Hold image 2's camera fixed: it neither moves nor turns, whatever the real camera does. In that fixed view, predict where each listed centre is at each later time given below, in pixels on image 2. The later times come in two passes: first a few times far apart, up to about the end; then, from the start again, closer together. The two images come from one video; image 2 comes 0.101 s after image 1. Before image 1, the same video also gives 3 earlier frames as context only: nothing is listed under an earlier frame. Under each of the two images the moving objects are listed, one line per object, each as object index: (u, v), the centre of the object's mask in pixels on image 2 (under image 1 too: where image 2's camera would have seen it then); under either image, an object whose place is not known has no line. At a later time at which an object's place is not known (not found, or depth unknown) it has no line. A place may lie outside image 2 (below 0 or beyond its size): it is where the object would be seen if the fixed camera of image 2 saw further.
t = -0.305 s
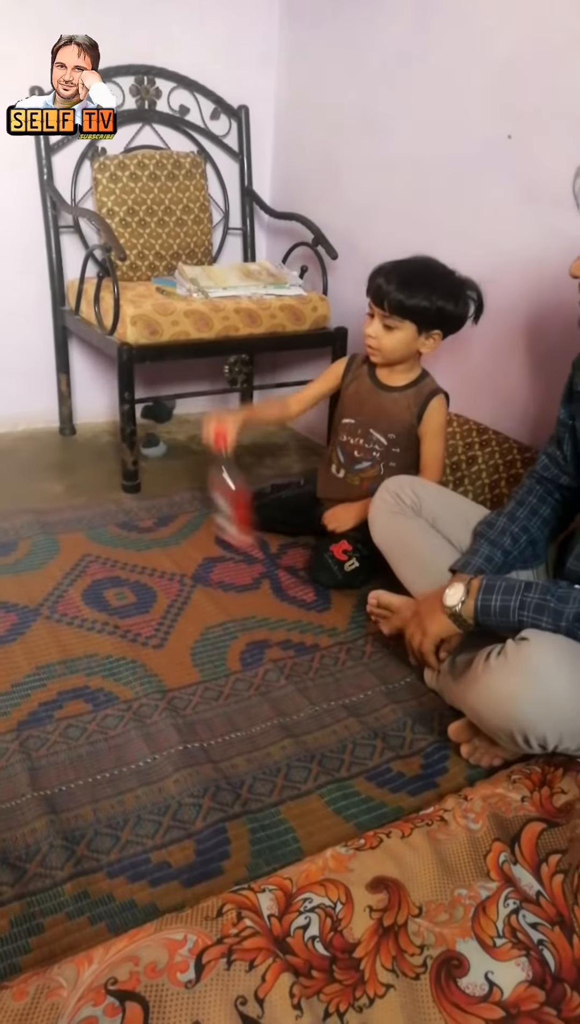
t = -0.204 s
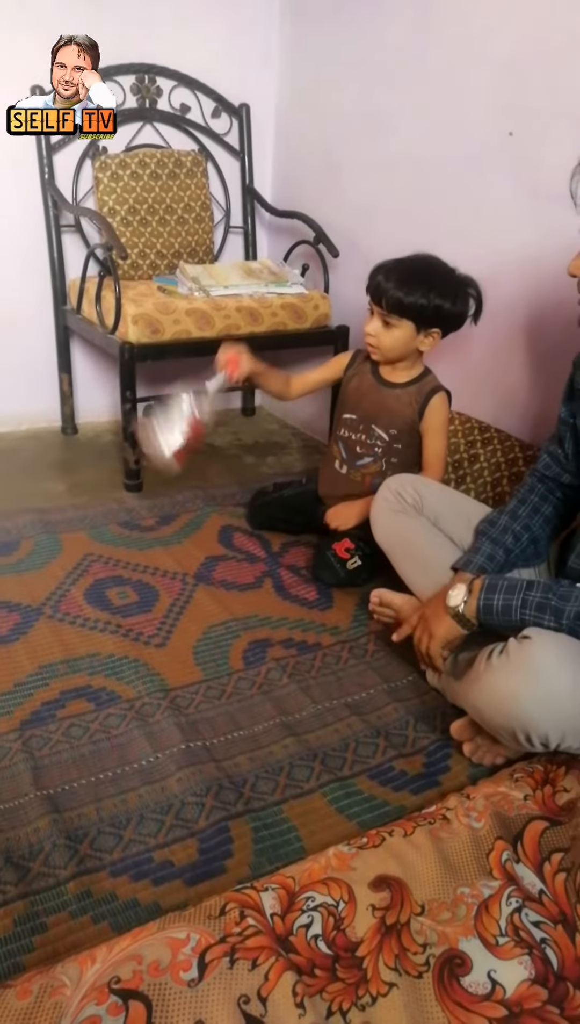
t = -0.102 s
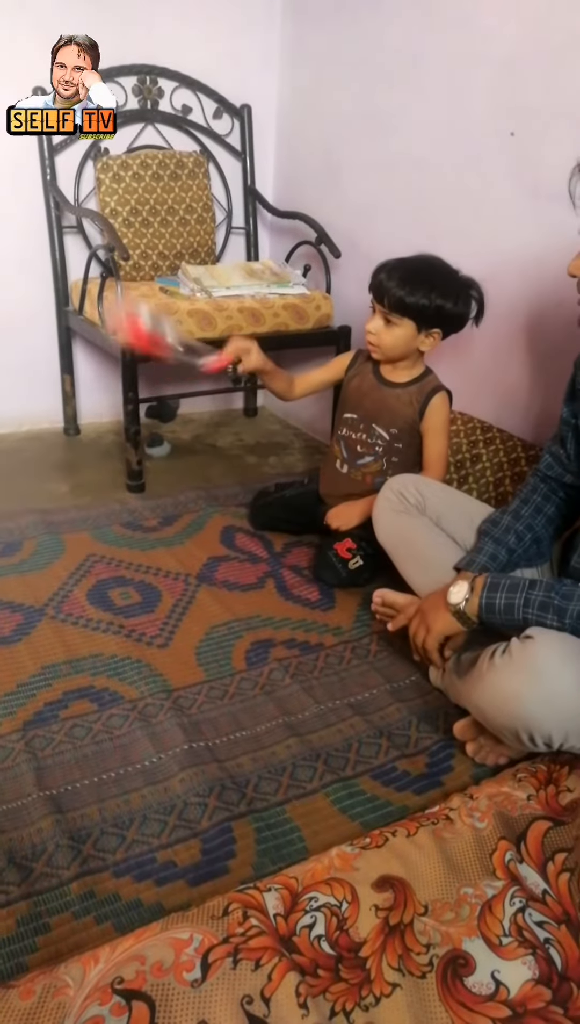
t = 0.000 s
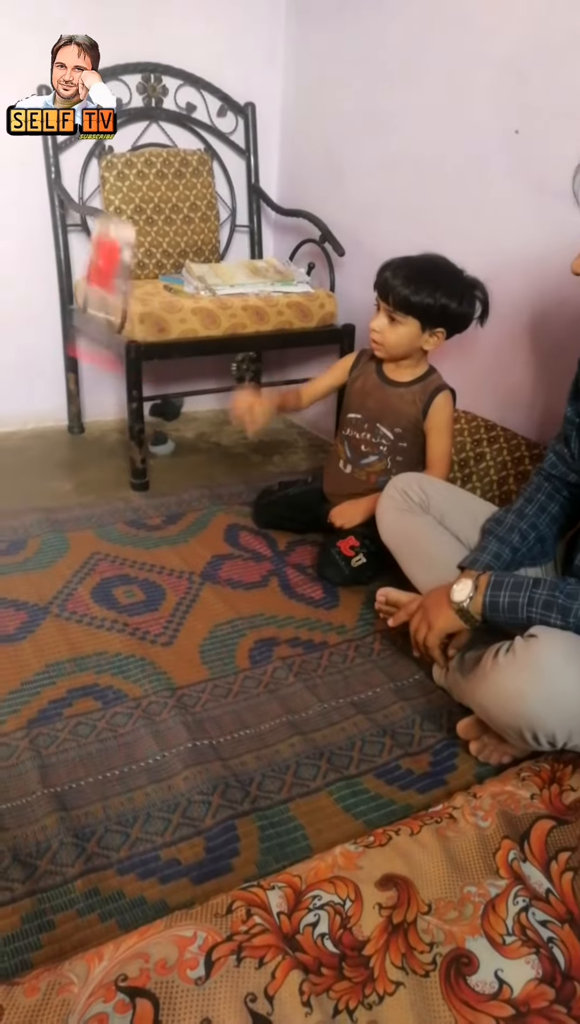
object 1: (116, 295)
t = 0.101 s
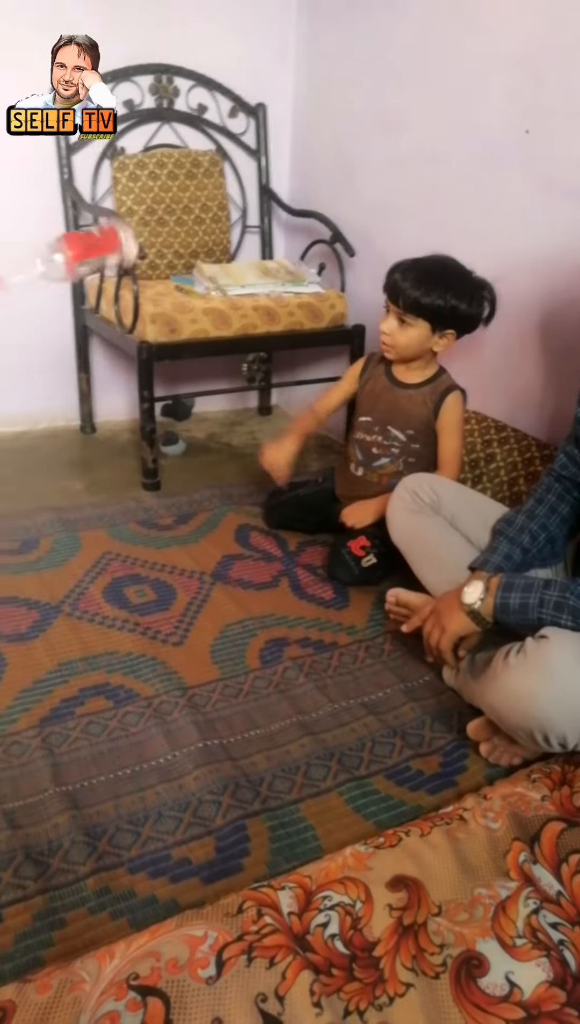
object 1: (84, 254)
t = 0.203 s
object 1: (55, 297)
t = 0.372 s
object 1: (35, 520)
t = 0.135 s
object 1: (69, 261)
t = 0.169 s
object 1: (64, 278)
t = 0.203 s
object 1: (55, 297)
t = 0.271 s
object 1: (48, 369)
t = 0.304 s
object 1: (45, 420)
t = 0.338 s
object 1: (39, 468)
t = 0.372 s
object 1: (35, 520)
